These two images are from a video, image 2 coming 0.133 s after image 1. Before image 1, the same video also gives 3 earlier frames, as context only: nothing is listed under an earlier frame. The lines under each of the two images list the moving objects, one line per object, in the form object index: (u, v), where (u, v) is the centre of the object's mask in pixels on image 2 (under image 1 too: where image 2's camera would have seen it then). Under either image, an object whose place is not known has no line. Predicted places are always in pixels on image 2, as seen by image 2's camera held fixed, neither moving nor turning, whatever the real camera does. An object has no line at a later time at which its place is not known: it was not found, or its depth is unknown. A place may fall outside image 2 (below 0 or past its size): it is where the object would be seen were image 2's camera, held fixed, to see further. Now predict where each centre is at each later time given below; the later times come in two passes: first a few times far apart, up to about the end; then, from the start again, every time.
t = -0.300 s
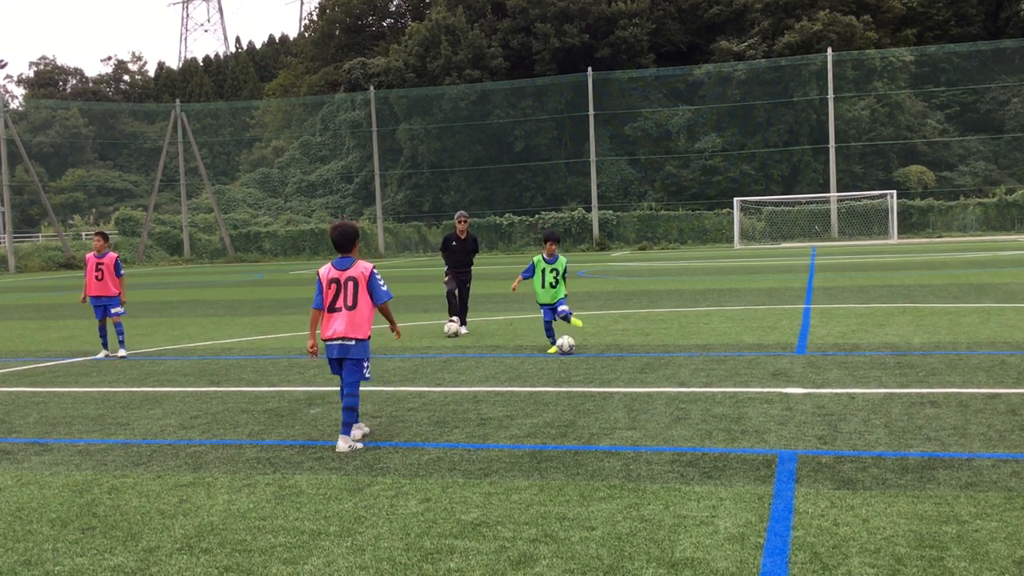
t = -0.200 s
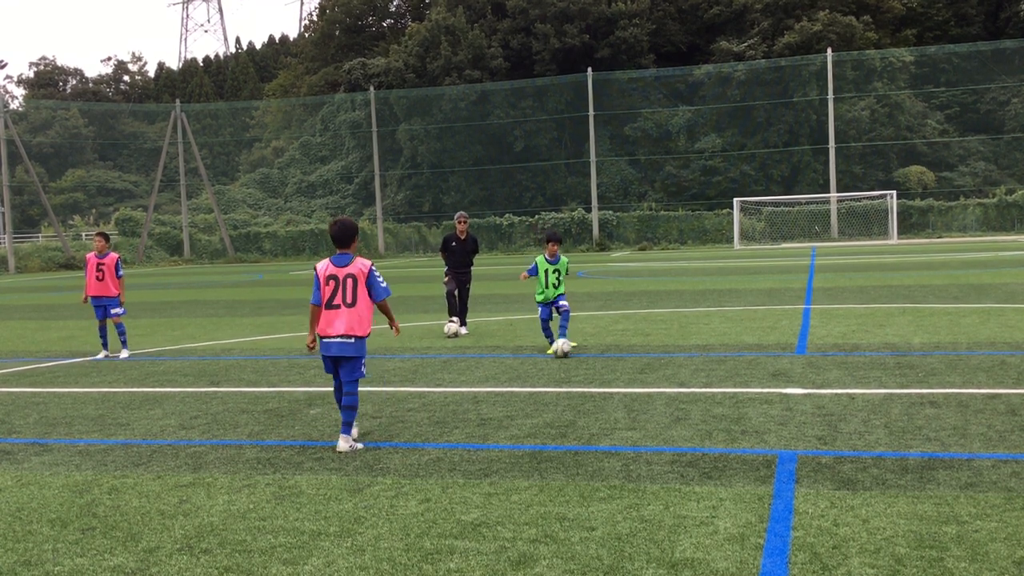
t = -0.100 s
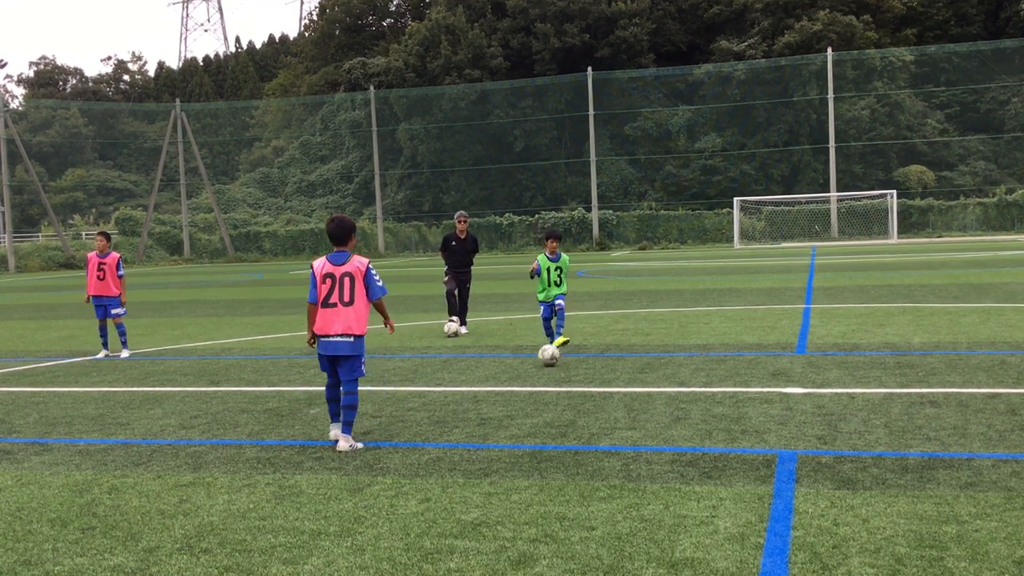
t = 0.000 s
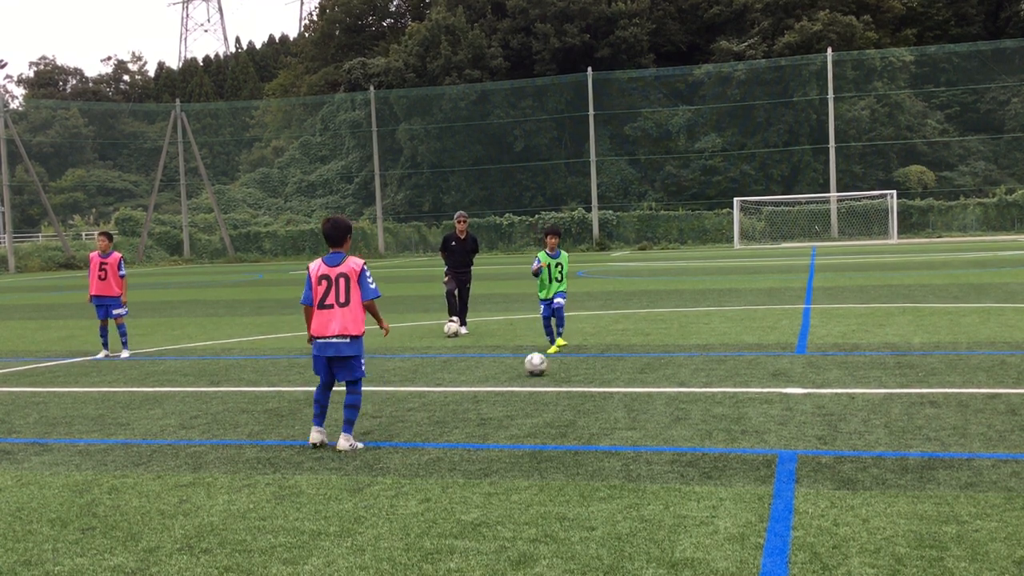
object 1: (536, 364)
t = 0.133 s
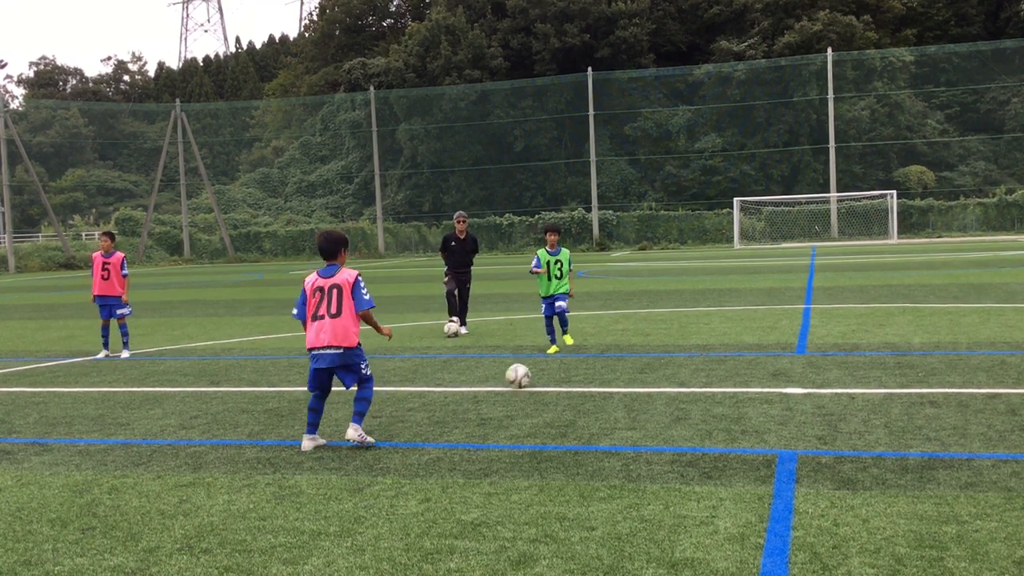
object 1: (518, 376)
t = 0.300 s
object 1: (493, 391)
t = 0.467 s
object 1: (466, 409)
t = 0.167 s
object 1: (513, 378)
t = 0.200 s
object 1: (509, 382)
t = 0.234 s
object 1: (504, 386)
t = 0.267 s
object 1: (498, 389)
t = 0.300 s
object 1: (493, 391)
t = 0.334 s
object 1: (489, 395)
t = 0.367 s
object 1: (483, 399)
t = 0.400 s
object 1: (478, 402)
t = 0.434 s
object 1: (473, 406)
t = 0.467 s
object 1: (466, 409)
